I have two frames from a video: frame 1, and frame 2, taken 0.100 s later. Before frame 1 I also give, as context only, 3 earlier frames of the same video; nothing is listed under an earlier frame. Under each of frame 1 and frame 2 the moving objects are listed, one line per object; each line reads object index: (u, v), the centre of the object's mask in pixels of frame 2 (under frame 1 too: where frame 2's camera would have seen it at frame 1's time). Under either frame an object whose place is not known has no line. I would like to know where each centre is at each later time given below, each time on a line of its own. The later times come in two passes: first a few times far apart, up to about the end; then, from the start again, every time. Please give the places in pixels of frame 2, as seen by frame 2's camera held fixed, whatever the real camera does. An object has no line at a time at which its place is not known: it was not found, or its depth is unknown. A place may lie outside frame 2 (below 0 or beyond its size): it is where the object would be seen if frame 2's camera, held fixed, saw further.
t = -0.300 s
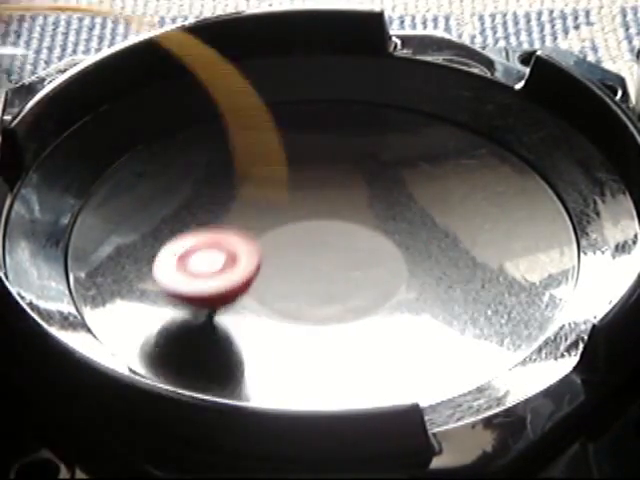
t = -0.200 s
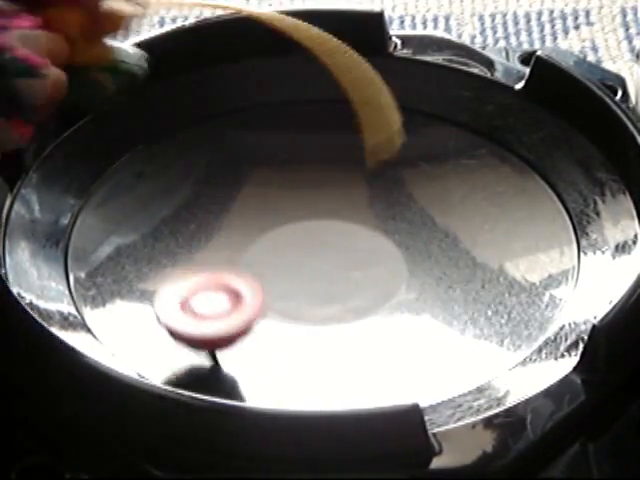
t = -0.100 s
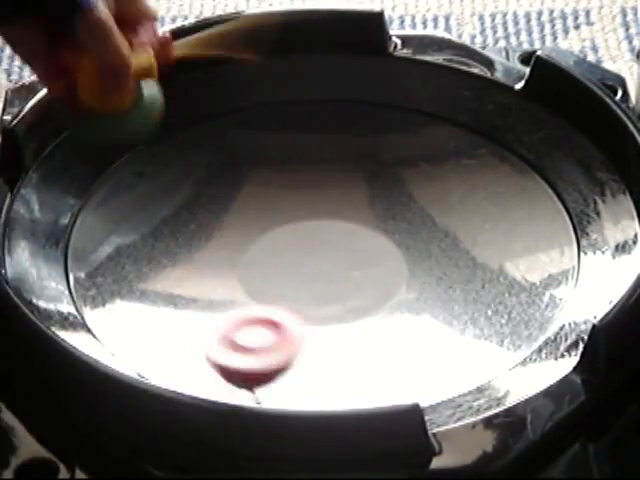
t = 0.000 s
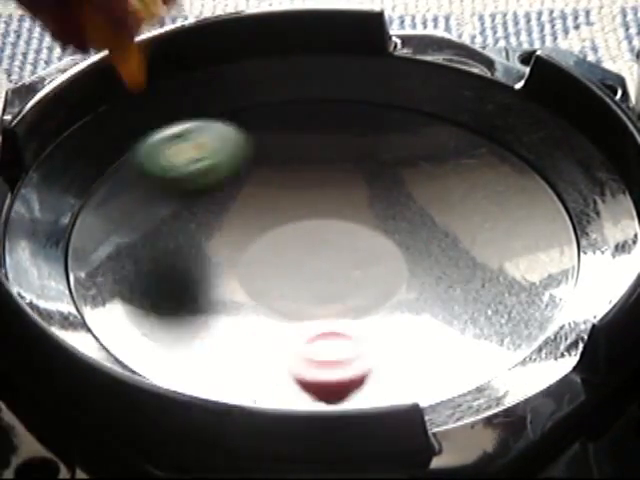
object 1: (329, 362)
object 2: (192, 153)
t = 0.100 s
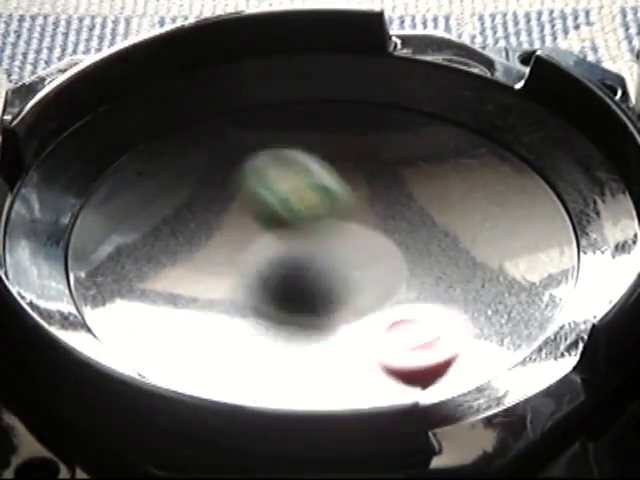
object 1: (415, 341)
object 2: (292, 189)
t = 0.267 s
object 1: (488, 270)
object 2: (414, 212)
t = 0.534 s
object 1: (498, 237)
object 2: (322, 104)
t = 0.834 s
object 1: (306, 208)
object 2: (199, 247)
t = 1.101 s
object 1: (278, 228)
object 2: (270, 363)
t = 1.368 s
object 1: (246, 283)
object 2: (525, 287)
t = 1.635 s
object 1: (360, 293)
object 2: (442, 148)
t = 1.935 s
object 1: (375, 197)
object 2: (197, 194)
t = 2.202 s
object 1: (261, 167)
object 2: (219, 329)
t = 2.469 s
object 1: (215, 233)
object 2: (445, 315)
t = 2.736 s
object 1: (320, 264)
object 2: (421, 187)
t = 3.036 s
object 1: (405, 209)
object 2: (215, 171)
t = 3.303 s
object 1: (349, 152)
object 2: (172, 276)
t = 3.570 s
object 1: (253, 200)
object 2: (355, 303)
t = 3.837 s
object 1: (306, 271)
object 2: (395, 200)
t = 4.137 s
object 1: (433, 253)
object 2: (264, 168)
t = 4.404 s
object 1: (400, 186)
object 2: (245, 237)
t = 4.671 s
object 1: (293, 180)
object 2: (304, 273)
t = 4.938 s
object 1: (247, 220)
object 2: (367, 280)
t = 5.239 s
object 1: (284, 248)
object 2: (399, 244)
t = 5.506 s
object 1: (311, 258)
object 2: (398, 221)
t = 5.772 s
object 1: (319, 264)
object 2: (384, 212)
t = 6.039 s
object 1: (319, 274)
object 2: (370, 213)
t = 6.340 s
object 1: (312, 293)
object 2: (351, 208)
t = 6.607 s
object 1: (336, 275)
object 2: (328, 199)
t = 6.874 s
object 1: (298, 267)
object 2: (324, 197)
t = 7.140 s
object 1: (272, 262)
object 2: (325, 203)
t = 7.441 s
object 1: (265, 264)
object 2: (331, 209)
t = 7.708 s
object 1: (256, 276)
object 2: (372, 200)
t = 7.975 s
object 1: (282, 262)
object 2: (381, 205)
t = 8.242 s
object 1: (286, 241)
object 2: (382, 213)
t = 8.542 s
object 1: (281, 226)
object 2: (397, 227)
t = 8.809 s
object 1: (291, 217)
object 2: (400, 250)
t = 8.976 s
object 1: (302, 213)
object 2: (396, 252)
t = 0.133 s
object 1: (440, 330)
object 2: (328, 201)
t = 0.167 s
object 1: (456, 316)
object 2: (350, 195)
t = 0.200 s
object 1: (472, 299)
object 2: (373, 203)
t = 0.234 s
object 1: (480, 281)
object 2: (400, 223)
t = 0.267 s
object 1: (488, 270)
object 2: (414, 212)
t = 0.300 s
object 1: (513, 274)
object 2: (409, 186)
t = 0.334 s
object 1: (533, 276)
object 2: (403, 164)
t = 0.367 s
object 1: (546, 274)
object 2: (396, 145)
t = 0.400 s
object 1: (542, 270)
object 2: (386, 128)
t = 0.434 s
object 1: (535, 263)
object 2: (374, 116)
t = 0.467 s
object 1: (525, 255)
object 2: (359, 108)
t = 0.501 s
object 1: (513, 245)
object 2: (342, 105)
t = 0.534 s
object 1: (498, 237)
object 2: (322, 104)
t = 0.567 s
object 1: (481, 229)
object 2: (300, 109)
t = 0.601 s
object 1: (462, 222)
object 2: (278, 118)
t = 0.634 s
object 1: (440, 216)
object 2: (258, 128)
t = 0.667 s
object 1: (417, 212)
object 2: (239, 142)
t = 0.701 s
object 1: (391, 209)
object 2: (223, 161)
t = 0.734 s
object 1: (365, 207)
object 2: (213, 181)
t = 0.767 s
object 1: (340, 206)
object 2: (206, 202)
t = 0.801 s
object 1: (315, 208)
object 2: (205, 225)
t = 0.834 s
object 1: (306, 208)
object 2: (199, 247)
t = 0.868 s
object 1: (307, 207)
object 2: (182, 268)
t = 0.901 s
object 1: (307, 208)
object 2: (172, 290)
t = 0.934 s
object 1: (305, 209)
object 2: (169, 311)
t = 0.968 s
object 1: (302, 211)
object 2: (174, 329)
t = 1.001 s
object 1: (297, 214)
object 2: (187, 343)
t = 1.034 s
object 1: (291, 219)
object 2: (208, 356)
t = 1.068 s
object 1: (285, 223)
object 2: (242, 359)
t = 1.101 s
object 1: (278, 228)
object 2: (270, 363)
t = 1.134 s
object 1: (271, 234)
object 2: (297, 368)
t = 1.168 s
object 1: (263, 240)
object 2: (344, 371)
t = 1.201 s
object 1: (255, 246)
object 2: (383, 366)
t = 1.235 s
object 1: (248, 253)
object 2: (421, 359)
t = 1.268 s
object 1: (243, 261)
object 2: (459, 341)
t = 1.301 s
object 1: (240, 269)
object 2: (491, 324)
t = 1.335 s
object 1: (241, 276)
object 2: (506, 309)
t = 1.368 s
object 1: (246, 283)
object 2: (525, 287)
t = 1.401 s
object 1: (253, 290)
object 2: (533, 265)
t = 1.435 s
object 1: (263, 296)
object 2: (534, 244)
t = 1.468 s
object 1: (277, 301)
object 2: (532, 222)
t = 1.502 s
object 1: (292, 303)
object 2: (523, 202)
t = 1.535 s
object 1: (309, 303)
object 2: (508, 185)
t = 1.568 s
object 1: (326, 302)
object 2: (489, 169)
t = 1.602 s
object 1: (344, 299)
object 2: (467, 156)
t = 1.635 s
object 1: (360, 293)
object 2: (442, 148)
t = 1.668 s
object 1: (375, 283)
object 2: (413, 141)
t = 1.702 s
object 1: (386, 273)
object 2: (383, 138)
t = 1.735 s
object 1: (393, 261)
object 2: (353, 138)
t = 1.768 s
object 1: (396, 249)
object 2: (321, 140)
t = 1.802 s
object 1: (397, 237)
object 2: (292, 146)
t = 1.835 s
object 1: (395, 226)
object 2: (263, 156)
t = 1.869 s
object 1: (390, 215)
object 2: (239, 166)
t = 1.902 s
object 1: (383, 206)
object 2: (216, 179)
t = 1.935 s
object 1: (375, 197)
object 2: (197, 194)
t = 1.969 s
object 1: (365, 188)
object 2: (183, 209)
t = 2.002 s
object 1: (353, 181)
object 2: (172, 227)
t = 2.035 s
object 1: (339, 174)
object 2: (168, 245)
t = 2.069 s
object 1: (324, 168)
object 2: (165, 264)
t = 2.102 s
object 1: (308, 165)
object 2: (170, 280)
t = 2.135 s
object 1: (292, 164)
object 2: (179, 298)
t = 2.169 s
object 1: (276, 165)
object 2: (197, 314)
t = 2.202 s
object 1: (261, 167)
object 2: (219, 329)
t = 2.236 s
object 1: (246, 170)
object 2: (244, 339)
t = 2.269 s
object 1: (235, 176)
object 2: (273, 347)
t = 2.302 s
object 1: (224, 184)
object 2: (303, 354)
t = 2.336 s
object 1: (216, 193)
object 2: (334, 354)
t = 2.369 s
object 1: (210, 202)
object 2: (365, 348)
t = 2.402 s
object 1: (208, 213)
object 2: (396, 339)
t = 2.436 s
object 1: (210, 223)
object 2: (422, 327)
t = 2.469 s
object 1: (215, 233)
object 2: (445, 315)
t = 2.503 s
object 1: (224, 241)
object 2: (460, 300)
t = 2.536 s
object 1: (234, 250)
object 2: (469, 283)
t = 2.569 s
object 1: (248, 257)
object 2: (471, 266)
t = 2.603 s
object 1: (264, 262)
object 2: (470, 248)
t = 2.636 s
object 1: (279, 265)
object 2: (464, 232)
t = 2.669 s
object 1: (293, 266)
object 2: (453, 215)
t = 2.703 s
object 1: (306, 266)
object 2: (438, 200)
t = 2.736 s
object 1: (320, 264)
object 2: (421, 187)
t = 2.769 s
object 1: (335, 260)
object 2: (403, 177)
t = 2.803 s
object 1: (347, 257)
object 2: (381, 168)
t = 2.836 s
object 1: (358, 251)
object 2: (357, 161)
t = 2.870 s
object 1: (368, 245)
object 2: (333, 156)
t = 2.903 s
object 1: (378, 239)
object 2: (308, 156)
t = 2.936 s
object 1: (387, 233)
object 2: (283, 155)
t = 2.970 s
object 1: (395, 225)
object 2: (258, 159)
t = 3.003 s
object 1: (401, 217)
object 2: (235, 164)
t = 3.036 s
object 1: (405, 209)
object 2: (215, 171)
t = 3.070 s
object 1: (407, 200)
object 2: (196, 180)
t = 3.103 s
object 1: (405, 191)
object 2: (181, 190)
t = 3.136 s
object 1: (402, 182)
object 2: (169, 204)
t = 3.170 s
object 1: (396, 174)
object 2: (162, 217)
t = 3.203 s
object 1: (387, 167)
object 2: (159, 232)
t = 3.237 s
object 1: (377, 161)
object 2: (159, 247)
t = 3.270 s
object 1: (363, 155)
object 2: (163, 262)
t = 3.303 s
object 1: (349, 152)
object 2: (172, 276)
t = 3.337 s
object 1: (334, 151)
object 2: (190, 289)
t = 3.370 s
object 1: (319, 153)
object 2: (208, 300)
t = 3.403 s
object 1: (304, 156)
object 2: (235, 309)
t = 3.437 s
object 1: (289, 162)
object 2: (260, 313)
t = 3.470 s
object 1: (276, 169)
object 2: (284, 314)
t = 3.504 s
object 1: (265, 178)
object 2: (308, 313)
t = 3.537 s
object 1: (258, 189)
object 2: (330, 308)
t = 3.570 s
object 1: (253, 200)
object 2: (355, 303)
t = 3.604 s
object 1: (252, 211)
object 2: (374, 293)
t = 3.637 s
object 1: (253, 222)
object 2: (389, 281)
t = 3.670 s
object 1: (257, 231)
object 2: (399, 268)
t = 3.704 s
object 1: (263, 241)
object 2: (406, 254)
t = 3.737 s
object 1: (271, 249)
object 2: (408, 241)
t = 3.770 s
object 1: (281, 257)
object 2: (406, 226)
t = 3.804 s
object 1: (293, 265)
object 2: (403, 212)
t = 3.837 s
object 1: (306, 271)
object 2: (395, 200)
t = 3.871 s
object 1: (322, 275)
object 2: (385, 188)
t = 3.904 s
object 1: (336, 279)
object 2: (372, 178)
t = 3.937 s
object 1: (351, 280)
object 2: (358, 170)
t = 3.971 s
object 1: (365, 280)
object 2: (342, 164)
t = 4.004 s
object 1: (381, 278)
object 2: (325, 159)
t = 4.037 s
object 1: (397, 275)
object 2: (308, 158)
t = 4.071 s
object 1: (412, 269)
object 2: (292, 159)
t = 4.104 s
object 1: (424, 261)
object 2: (277, 162)
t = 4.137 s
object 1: (433, 253)
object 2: (264, 168)
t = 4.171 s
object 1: (440, 244)
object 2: (252, 174)
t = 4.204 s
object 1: (444, 234)
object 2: (243, 182)
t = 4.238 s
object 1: (444, 224)
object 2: (236, 190)
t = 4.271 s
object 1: (441, 215)
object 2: (232, 200)
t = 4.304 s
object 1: (435, 206)
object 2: (231, 210)
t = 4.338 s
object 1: (426, 198)
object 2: (233, 219)
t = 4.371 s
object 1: (414, 191)
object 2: (237, 229)
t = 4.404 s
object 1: (400, 186)
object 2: (245, 237)
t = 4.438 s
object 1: (385, 183)
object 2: (252, 243)
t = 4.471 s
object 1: (368, 181)
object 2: (259, 247)
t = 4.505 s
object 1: (351, 181)
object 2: (270, 251)
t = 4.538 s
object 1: (335, 183)
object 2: (280, 253)
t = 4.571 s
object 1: (320, 185)
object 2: (289, 256)
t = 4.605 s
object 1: (309, 184)
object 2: (299, 263)
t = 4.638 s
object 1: (301, 181)
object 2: (301, 268)
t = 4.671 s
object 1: (293, 180)
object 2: (304, 273)
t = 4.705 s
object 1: (284, 180)
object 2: (312, 278)
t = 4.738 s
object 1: (276, 183)
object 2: (320, 281)
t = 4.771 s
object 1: (268, 187)
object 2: (327, 283)
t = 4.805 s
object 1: (260, 193)
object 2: (336, 284)
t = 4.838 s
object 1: (253, 200)
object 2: (345, 283)
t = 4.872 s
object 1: (249, 207)
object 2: (354, 283)
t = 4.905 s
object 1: (247, 214)
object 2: (360, 282)
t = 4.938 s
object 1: (247, 220)
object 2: (367, 280)
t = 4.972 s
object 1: (247, 225)
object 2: (373, 277)
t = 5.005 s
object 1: (248, 229)
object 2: (380, 273)
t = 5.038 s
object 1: (250, 232)
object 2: (386, 269)
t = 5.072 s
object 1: (253, 235)
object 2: (391, 265)
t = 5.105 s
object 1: (258, 238)
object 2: (394, 260)
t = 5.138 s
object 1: (263, 239)
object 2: (397, 255)
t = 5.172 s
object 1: (270, 243)
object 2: (398, 252)
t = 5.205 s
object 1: (277, 245)
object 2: (399, 247)
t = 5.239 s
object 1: (284, 248)
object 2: (399, 244)
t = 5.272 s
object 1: (291, 250)
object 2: (398, 241)
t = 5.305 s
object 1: (295, 252)
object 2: (400, 238)
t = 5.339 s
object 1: (298, 253)
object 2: (401, 234)
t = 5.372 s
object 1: (300, 255)
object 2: (401, 231)
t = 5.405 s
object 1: (303, 256)
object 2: (401, 229)
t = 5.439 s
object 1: (307, 256)
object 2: (400, 226)
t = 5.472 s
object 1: (309, 257)
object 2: (399, 224)
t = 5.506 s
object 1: (311, 258)
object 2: (398, 221)
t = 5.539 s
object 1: (313, 258)
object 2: (396, 219)
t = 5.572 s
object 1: (314, 259)
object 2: (394, 217)
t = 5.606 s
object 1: (315, 260)
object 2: (393, 216)
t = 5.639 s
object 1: (316, 260)
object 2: (392, 214)
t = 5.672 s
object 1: (317, 261)
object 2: (390, 213)
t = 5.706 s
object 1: (318, 262)
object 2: (388, 213)
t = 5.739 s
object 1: (318, 263)
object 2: (386, 212)
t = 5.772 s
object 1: (319, 264)
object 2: (384, 212)
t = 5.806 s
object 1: (319, 265)
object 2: (382, 212)
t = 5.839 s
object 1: (319, 267)
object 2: (380, 212)
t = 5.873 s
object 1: (319, 267)
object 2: (378, 212)
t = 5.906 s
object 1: (319, 268)
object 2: (376, 212)
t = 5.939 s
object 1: (319, 269)
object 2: (375, 212)
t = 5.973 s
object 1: (319, 270)
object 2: (374, 212)
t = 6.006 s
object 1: (319, 272)
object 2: (373, 213)
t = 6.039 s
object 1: (319, 274)
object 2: (370, 213)
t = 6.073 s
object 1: (319, 276)
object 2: (368, 214)
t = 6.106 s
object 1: (318, 278)
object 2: (364, 215)
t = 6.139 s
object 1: (318, 280)
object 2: (361, 216)
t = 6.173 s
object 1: (318, 282)
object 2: (357, 216)
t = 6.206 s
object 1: (319, 282)
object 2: (354, 217)
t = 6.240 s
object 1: (319, 282)
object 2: (352, 217)
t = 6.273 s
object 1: (316, 287)
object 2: (352, 215)
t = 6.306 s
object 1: (313, 291)
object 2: (352, 211)
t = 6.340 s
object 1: (312, 293)
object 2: (351, 208)
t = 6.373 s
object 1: (313, 292)
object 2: (349, 206)
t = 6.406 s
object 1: (316, 291)
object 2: (347, 204)
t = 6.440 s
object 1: (321, 289)
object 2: (344, 202)
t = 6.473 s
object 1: (325, 287)
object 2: (341, 201)
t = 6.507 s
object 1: (329, 284)
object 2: (337, 200)
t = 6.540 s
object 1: (332, 281)
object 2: (334, 200)
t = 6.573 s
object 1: (335, 278)
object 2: (331, 199)
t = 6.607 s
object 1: (336, 275)
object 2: (328, 199)
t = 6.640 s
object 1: (335, 273)
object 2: (325, 199)
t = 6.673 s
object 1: (333, 271)
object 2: (323, 199)
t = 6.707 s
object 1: (328, 270)
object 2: (322, 198)
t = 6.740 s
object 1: (323, 268)
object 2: (321, 199)
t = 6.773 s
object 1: (316, 266)
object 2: (320, 198)
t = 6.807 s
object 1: (309, 267)
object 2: (321, 197)
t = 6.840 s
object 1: (303, 267)
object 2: (323, 197)
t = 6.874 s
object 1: (298, 267)
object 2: (324, 197)
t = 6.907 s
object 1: (294, 267)
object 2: (324, 198)
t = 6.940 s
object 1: (291, 267)
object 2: (325, 198)
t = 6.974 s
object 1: (287, 266)
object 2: (325, 199)
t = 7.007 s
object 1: (284, 265)
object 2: (325, 200)
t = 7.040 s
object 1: (281, 264)
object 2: (324, 201)
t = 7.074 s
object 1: (278, 263)
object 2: (324, 202)
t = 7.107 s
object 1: (275, 262)
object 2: (324, 202)
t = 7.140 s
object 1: (272, 262)
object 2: (325, 203)
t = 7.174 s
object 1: (268, 263)
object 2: (325, 204)
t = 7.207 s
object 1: (262, 264)
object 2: (325, 205)
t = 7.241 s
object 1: (257, 265)
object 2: (325, 207)
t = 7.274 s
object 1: (255, 266)
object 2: (325, 207)
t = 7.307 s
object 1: (255, 267)
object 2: (326, 208)
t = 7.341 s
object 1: (257, 265)
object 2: (327, 209)
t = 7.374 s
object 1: (260, 263)
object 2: (328, 209)
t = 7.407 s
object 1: (263, 262)
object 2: (329, 209)
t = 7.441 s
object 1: (265, 264)
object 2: (331, 209)
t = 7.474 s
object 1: (259, 268)
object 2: (338, 207)
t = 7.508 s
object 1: (253, 272)
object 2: (346, 203)
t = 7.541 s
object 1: (249, 274)
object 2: (353, 201)
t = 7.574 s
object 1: (248, 276)
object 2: (359, 200)
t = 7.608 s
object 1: (249, 276)
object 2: (363, 200)
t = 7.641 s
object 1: (250, 276)
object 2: (366, 199)
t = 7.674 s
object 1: (253, 277)
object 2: (370, 200)
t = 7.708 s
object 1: (256, 276)
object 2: (372, 200)
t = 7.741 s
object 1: (261, 275)
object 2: (374, 200)
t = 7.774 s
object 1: (265, 273)
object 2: (376, 201)
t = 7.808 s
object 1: (270, 272)
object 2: (377, 201)
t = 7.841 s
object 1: (273, 268)
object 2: (378, 202)
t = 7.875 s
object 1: (276, 266)
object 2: (379, 203)
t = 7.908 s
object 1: (278, 265)
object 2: (380, 203)
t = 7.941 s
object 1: (281, 264)
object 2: (380, 204)
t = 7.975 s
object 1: (282, 262)
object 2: (381, 205)
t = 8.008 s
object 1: (283, 261)
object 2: (381, 206)
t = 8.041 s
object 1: (283, 259)
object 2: (381, 207)
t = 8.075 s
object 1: (283, 258)
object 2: (381, 208)
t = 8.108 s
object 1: (282, 256)
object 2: (381, 208)
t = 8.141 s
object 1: (281, 253)
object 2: (381, 210)
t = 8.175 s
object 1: (282, 250)
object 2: (381, 211)
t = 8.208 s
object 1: (284, 245)
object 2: (381, 212)
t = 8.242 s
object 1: (286, 241)
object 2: (382, 213)
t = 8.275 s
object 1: (284, 238)
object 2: (384, 213)
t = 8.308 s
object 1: (282, 236)
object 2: (387, 213)
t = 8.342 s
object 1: (281, 234)
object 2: (391, 214)
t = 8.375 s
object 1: (280, 233)
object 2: (393, 216)
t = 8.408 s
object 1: (280, 232)
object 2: (394, 218)
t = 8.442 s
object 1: (280, 230)
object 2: (395, 220)
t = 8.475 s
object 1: (280, 229)
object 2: (396, 222)
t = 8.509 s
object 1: (280, 227)
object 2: (397, 225)
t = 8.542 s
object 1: (281, 226)
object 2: (397, 227)
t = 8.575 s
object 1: (282, 225)
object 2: (398, 230)
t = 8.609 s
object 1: (282, 224)
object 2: (398, 233)
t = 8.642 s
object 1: (283, 222)
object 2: (398, 235)
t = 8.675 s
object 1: (285, 221)
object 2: (399, 239)
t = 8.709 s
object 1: (286, 220)
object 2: (399, 242)
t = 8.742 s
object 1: (288, 219)
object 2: (399, 244)
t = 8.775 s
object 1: (289, 218)
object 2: (400, 247)
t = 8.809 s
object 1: (291, 217)
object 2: (400, 250)
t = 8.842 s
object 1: (293, 216)
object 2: (400, 251)
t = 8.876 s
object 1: (295, 215)
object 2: (400, 251)
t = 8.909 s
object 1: (297, 214)
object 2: (399, 251)
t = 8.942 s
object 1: (300, 214)
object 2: (398, 251)
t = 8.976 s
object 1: (302, 213)
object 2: (396, 252)
